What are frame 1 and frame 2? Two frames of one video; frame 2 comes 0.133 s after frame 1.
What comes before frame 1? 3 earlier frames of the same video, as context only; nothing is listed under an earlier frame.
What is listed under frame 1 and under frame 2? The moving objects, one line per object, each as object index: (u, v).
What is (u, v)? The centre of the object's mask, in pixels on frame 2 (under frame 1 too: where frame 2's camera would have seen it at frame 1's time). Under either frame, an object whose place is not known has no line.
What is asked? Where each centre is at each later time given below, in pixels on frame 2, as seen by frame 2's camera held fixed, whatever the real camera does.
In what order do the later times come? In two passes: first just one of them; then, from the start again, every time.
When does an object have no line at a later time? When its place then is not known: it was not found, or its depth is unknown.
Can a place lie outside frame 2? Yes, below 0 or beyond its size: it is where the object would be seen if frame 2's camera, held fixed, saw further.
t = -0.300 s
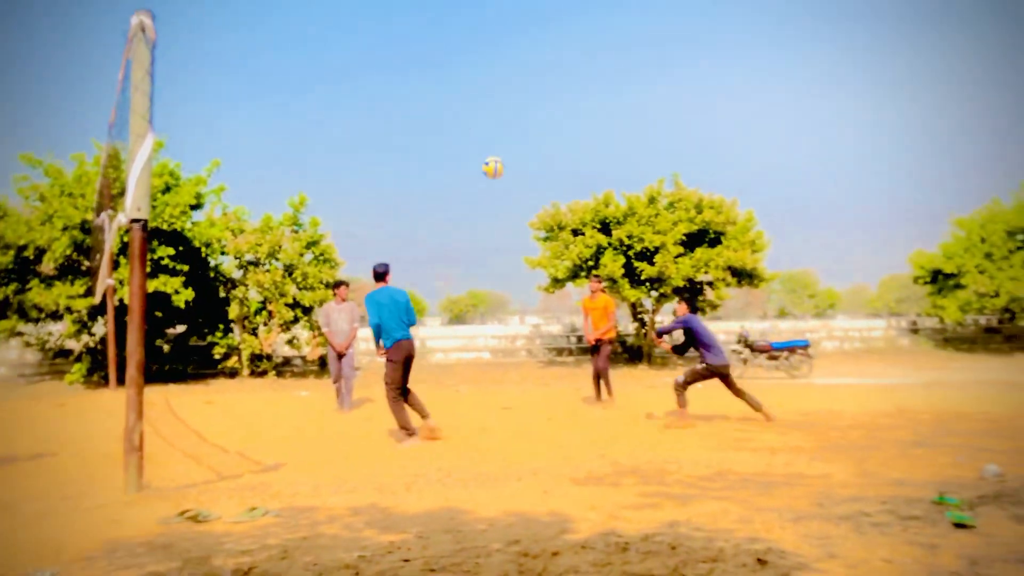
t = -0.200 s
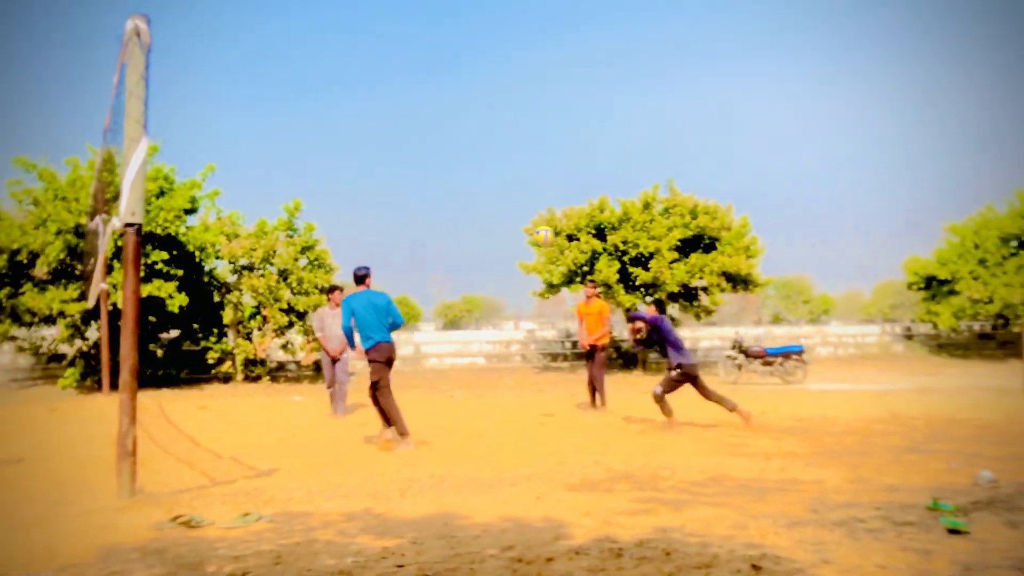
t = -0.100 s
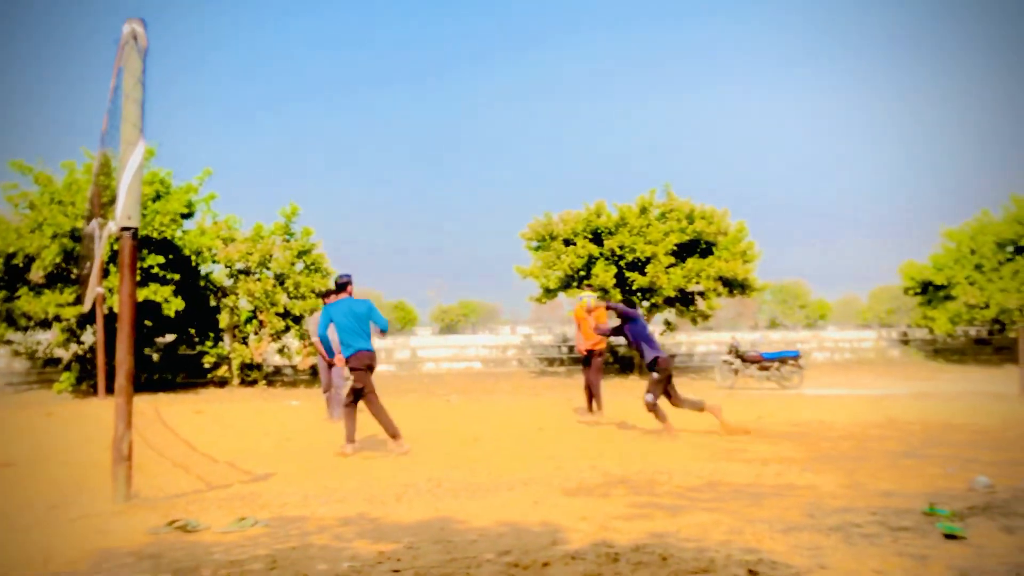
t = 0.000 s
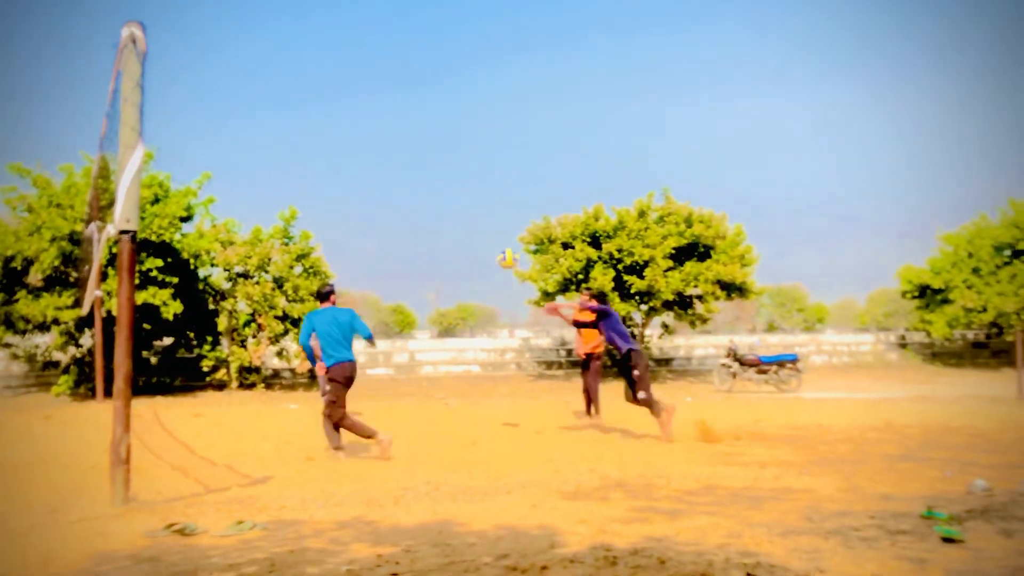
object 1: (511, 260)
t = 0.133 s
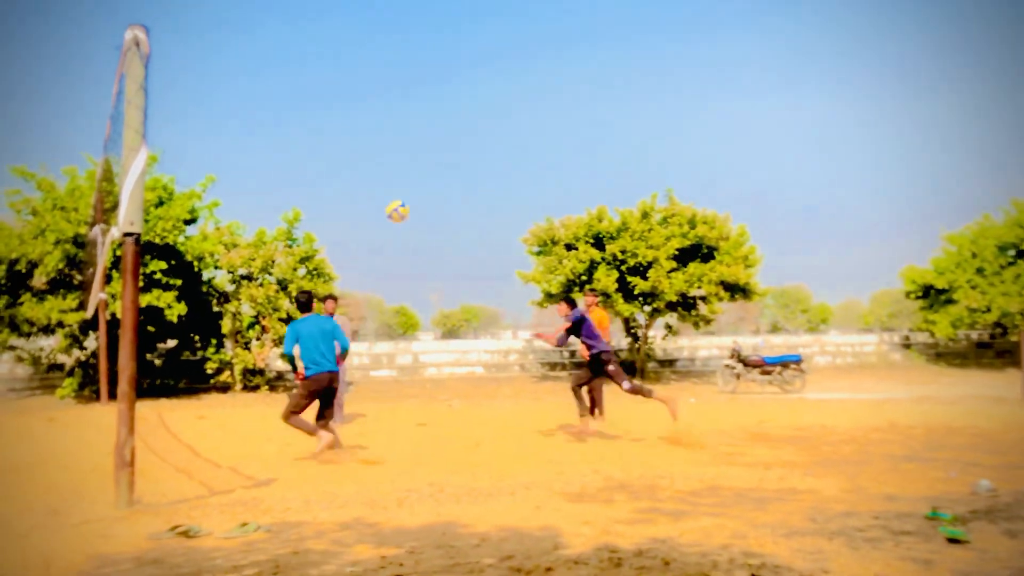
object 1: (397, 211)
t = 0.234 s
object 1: (304, 181)
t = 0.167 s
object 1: (367, 200)
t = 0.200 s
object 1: (336, 190)
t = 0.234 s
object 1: (304, 181)
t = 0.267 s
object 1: (271, 173)
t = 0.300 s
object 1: (237, 166)
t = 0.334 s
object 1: (202, 160)
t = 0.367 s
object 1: (166, 156)
